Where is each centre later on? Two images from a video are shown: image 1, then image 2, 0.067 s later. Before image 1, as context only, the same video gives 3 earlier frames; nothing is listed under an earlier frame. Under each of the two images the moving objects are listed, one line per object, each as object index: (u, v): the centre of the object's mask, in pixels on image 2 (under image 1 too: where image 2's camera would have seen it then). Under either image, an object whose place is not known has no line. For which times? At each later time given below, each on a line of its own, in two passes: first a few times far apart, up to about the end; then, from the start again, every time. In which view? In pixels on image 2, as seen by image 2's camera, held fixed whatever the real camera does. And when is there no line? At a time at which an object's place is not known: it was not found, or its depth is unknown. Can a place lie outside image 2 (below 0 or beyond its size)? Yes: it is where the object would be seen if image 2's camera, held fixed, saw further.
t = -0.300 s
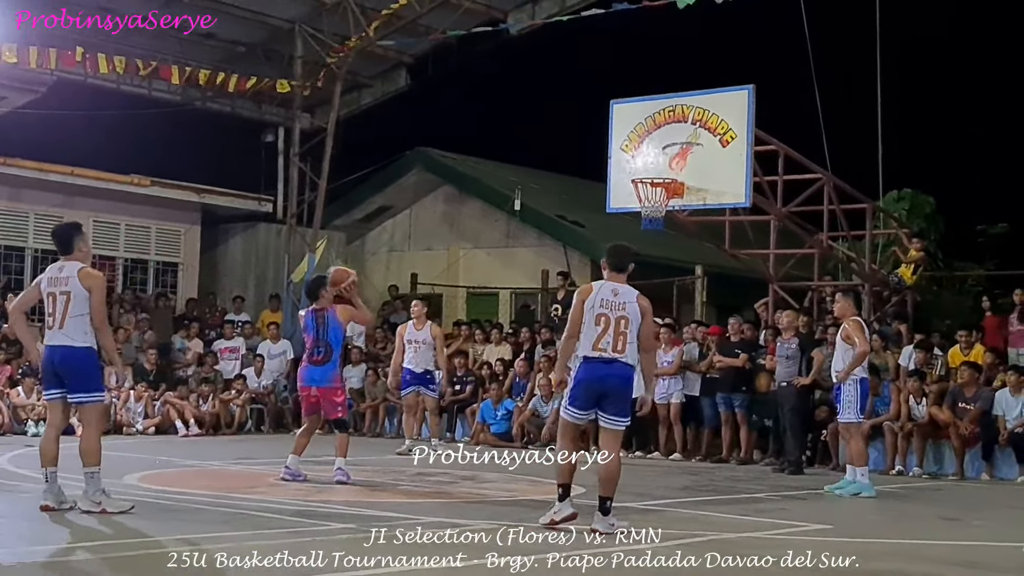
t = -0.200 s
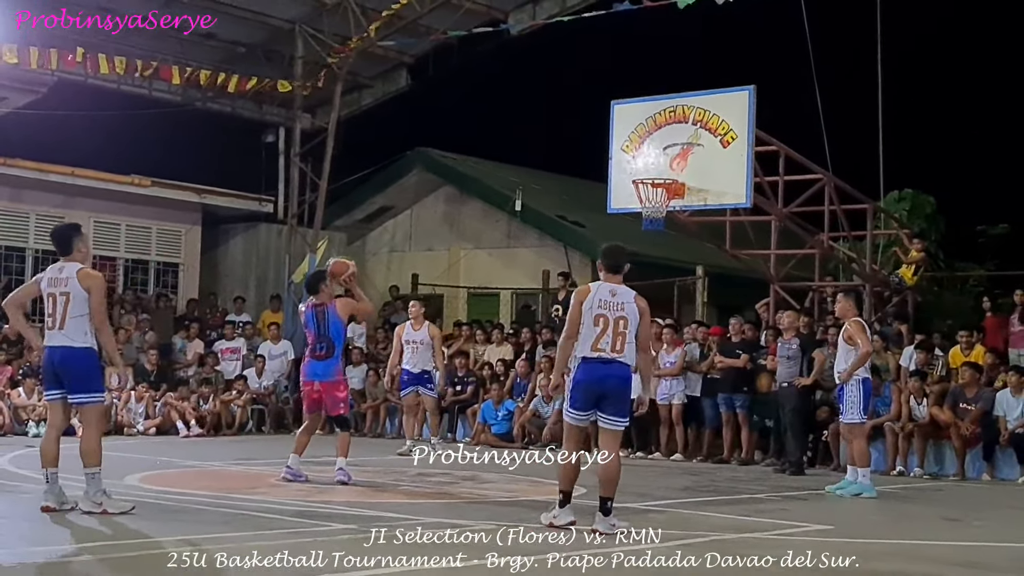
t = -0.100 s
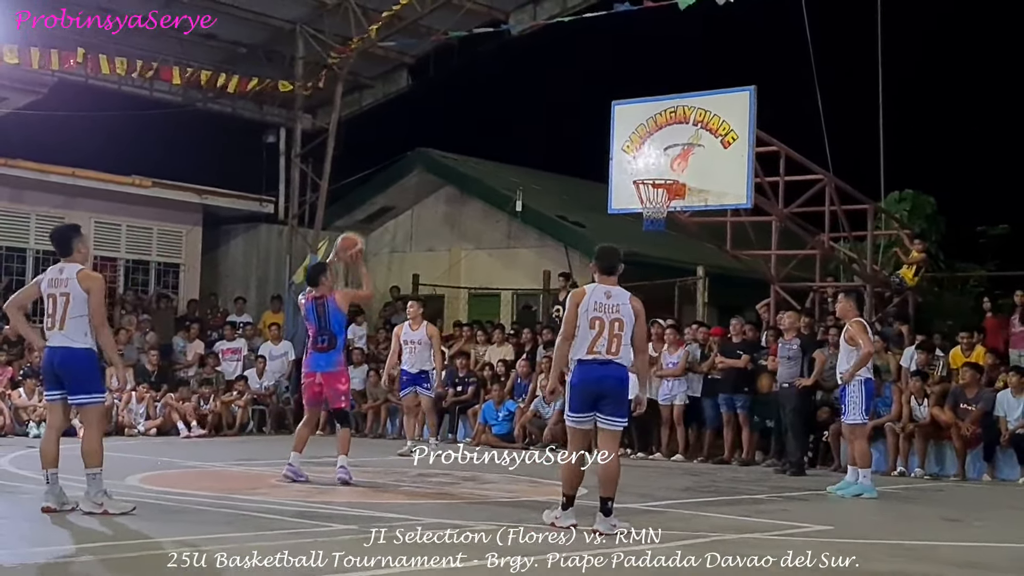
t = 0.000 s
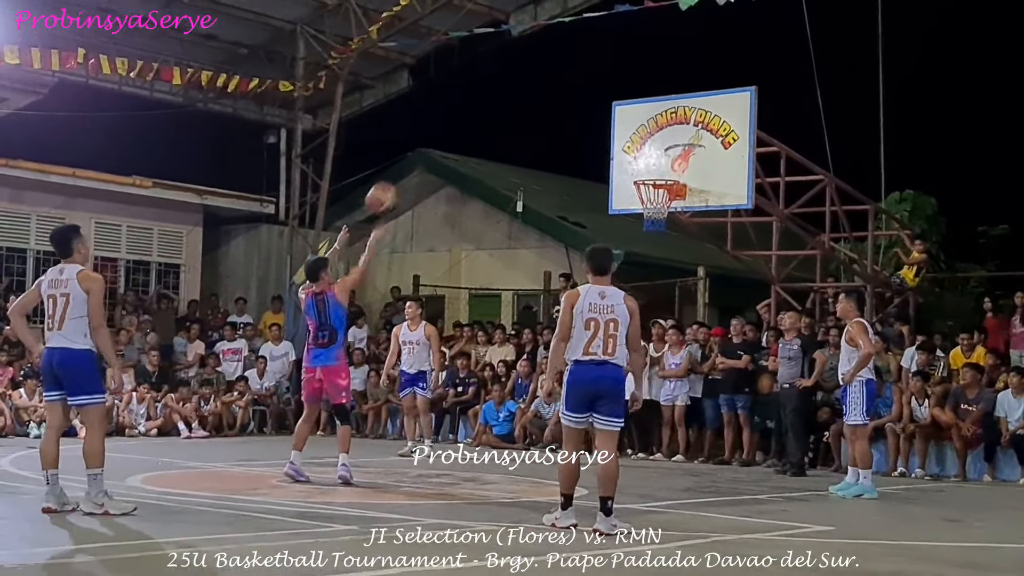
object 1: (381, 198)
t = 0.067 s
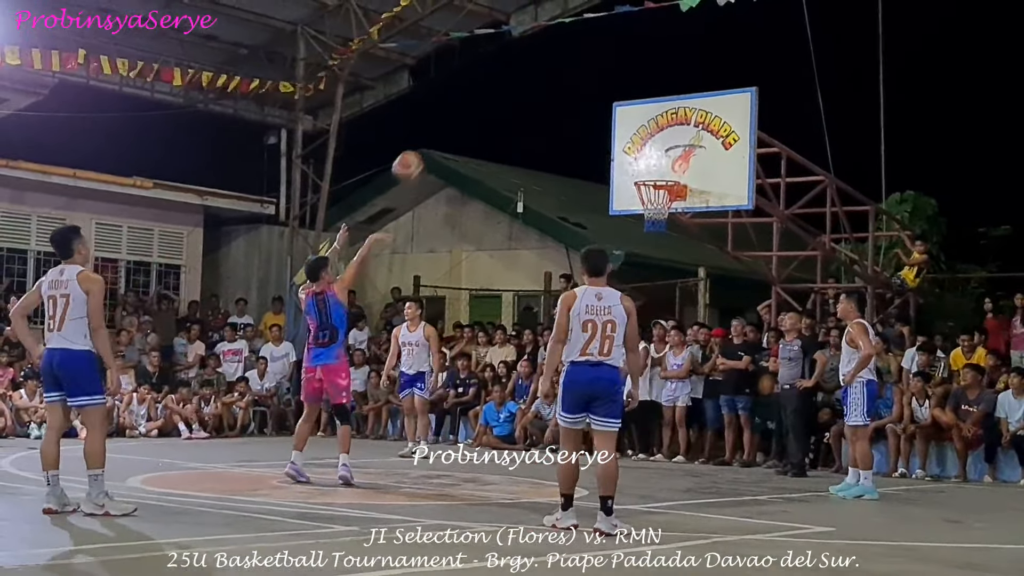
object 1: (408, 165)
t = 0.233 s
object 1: (468, 110)
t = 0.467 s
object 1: (542, 86)
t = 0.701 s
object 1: (605, 117)
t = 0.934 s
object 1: (651, 162)
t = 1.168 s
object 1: (658, 152)
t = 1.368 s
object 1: (664, 187)
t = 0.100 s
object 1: (420, 153)
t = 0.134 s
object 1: (432, 140)
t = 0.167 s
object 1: (445, 129)
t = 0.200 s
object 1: (456, 118)
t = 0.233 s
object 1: (468, 110)
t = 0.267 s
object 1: (479, 103)
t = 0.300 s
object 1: (490, 97)
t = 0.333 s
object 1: (501, 92)
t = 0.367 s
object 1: (512, 89)
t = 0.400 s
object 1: (521, 87)
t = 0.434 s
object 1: (532, 86)
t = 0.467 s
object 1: (542, 86)
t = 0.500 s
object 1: (551, 87)
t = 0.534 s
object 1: (561, 90)
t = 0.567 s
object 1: (570, 93)
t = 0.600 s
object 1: (579, 98)
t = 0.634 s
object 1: (589, 104)
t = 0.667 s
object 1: (598, 110)
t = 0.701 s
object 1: (605, 117)
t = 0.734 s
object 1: (614, 125)
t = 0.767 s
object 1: (623, 135)
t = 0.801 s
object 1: (631, 146)
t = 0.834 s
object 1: (640, 157)
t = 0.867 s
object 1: (648, 169)
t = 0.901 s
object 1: (650, 167)
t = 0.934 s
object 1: (651, 162)
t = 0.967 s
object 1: (652, 157)
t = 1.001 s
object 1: (653, 154)
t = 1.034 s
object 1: (654, 151)
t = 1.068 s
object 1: (655, 149)
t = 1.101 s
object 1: (656, 149)
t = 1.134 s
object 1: (657, 150)
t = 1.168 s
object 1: (658, 152)
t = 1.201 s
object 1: (659, 155)
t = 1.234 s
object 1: (660, 159)
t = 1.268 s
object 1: (661, 164)
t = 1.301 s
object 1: (661, 170)
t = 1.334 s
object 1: (662, 178)
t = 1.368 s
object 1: (664, 187)
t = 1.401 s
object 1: (664, 197)
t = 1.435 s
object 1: (664, 210)
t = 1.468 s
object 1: (664, 221)
